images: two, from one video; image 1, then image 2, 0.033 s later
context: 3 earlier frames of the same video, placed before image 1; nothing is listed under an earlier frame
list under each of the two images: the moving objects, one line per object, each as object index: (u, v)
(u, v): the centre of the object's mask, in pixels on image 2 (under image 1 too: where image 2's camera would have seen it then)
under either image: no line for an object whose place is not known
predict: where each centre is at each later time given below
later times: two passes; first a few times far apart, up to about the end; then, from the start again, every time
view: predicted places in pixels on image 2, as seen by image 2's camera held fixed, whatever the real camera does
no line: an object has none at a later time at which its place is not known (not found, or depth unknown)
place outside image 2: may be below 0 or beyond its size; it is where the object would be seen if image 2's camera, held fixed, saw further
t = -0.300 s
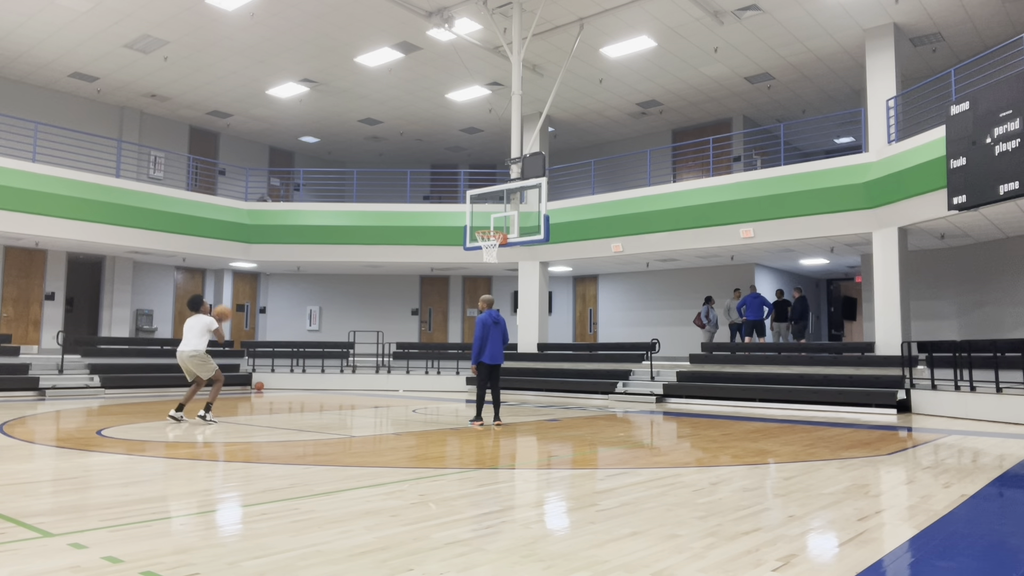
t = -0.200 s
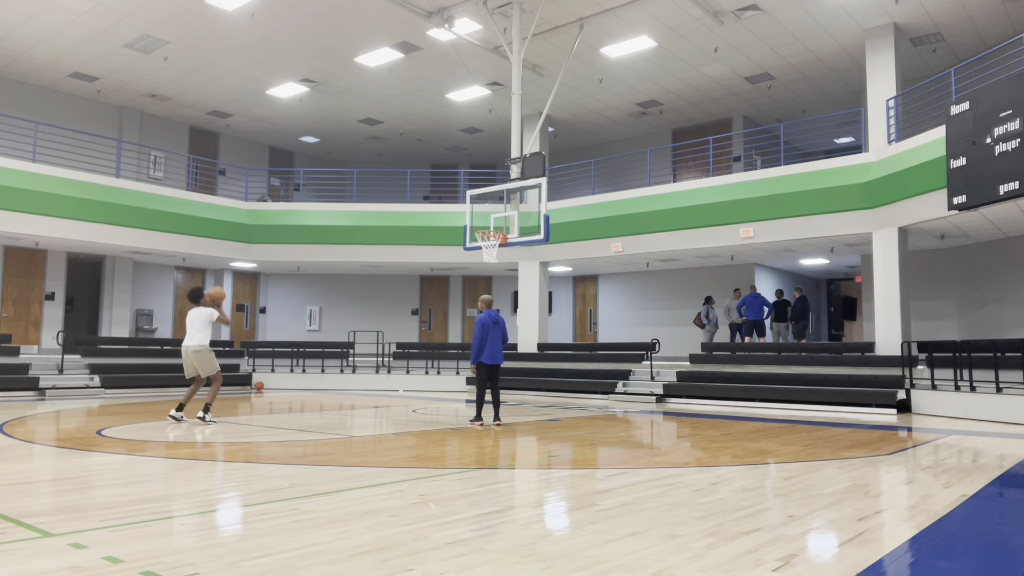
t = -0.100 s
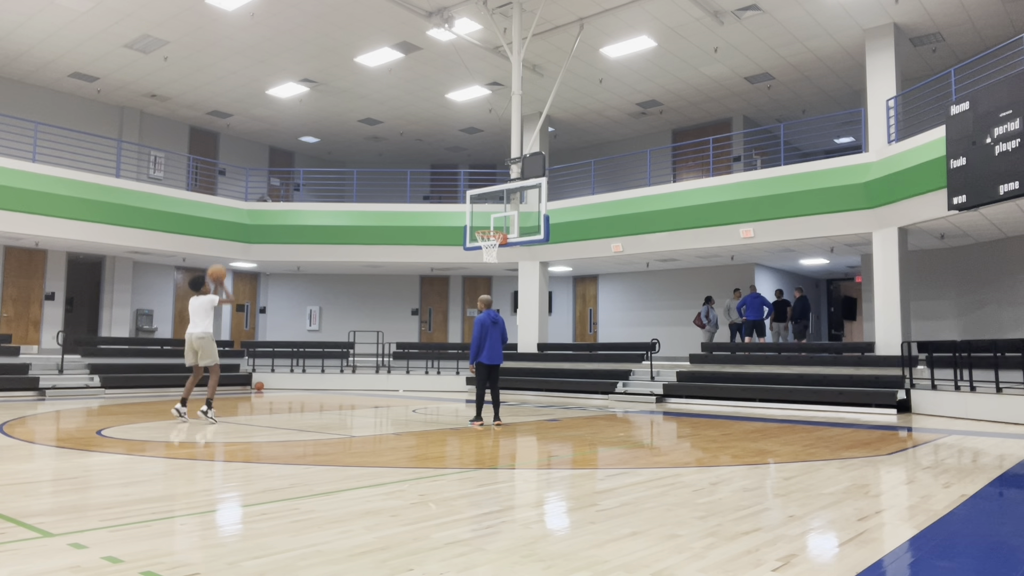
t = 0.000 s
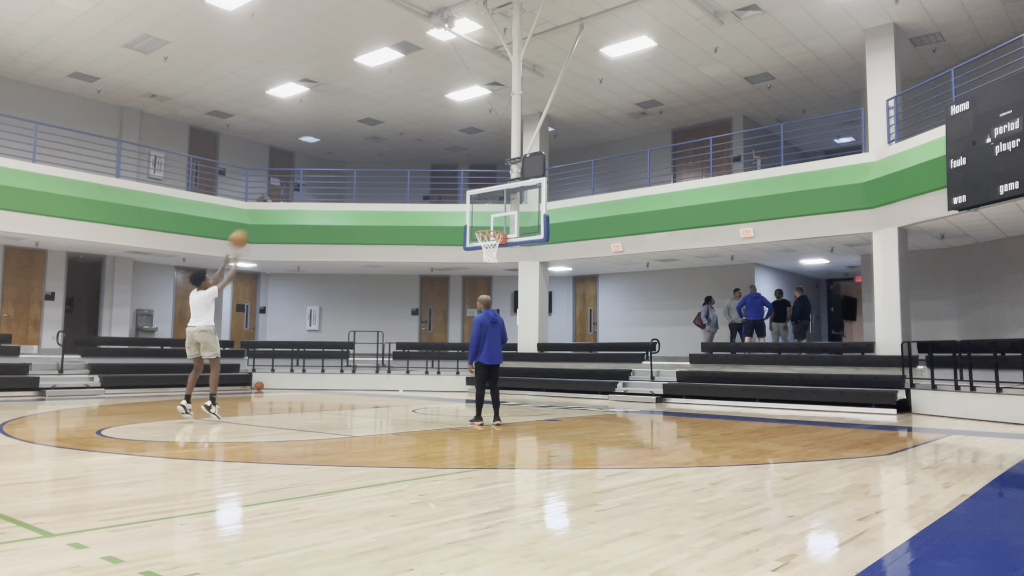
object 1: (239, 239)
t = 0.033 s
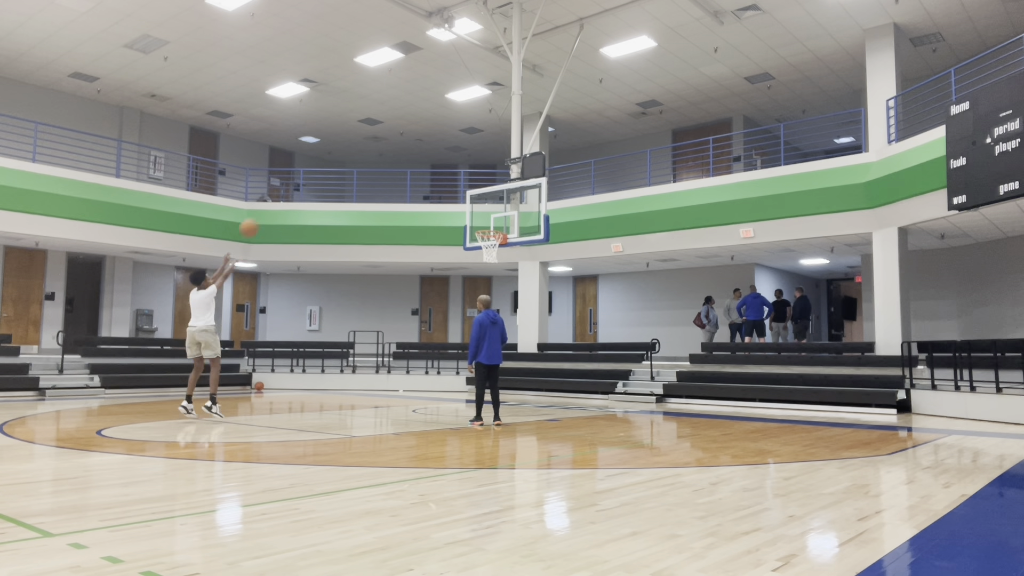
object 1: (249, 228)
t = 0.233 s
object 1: (309, 177)
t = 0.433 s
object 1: (362, 156)
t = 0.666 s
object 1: (417, 162)
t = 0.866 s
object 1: (458, 192)
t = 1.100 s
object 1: (495, 247)
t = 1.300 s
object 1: (494, 281)
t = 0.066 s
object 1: (260, 218)
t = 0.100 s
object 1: (271, 207)
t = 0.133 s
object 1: (280, 198)
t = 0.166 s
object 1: (290, 191)
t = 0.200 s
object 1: (300, 183)
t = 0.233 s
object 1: (309, 177)
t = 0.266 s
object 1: (318, 171)
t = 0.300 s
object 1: (328, 167)
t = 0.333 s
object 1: (336, 163)
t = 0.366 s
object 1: (345, 160)
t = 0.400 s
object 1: (353, 158)
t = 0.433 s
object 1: (362, 156)
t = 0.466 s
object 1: (370, 155)
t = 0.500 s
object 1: (378, 155)
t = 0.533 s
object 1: (386, 155)
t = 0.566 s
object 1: (394, 156)
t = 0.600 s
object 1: (402, 158)
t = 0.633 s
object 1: (409, 160)
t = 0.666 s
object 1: (417, 162)
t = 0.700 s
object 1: (424, 166)
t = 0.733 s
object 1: (431, 170)
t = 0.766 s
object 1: (438, 175)
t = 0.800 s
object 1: (445, 180)
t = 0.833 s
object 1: (451, 186)
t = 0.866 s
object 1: (458, 192)
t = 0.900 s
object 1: (465, 198)
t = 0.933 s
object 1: (472, 207)
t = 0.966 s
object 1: (479, 215)
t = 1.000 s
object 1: (485, 224)
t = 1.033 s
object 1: (492, 229)
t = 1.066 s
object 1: (496, 239)
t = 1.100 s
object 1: (495, 247)
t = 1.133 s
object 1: (495, 254)
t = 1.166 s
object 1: (496, 257)
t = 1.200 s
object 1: (496, 262)
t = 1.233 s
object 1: (496, 267)
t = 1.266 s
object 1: (495, 274)
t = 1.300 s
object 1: (494, 281)
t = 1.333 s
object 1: (494, 288)
